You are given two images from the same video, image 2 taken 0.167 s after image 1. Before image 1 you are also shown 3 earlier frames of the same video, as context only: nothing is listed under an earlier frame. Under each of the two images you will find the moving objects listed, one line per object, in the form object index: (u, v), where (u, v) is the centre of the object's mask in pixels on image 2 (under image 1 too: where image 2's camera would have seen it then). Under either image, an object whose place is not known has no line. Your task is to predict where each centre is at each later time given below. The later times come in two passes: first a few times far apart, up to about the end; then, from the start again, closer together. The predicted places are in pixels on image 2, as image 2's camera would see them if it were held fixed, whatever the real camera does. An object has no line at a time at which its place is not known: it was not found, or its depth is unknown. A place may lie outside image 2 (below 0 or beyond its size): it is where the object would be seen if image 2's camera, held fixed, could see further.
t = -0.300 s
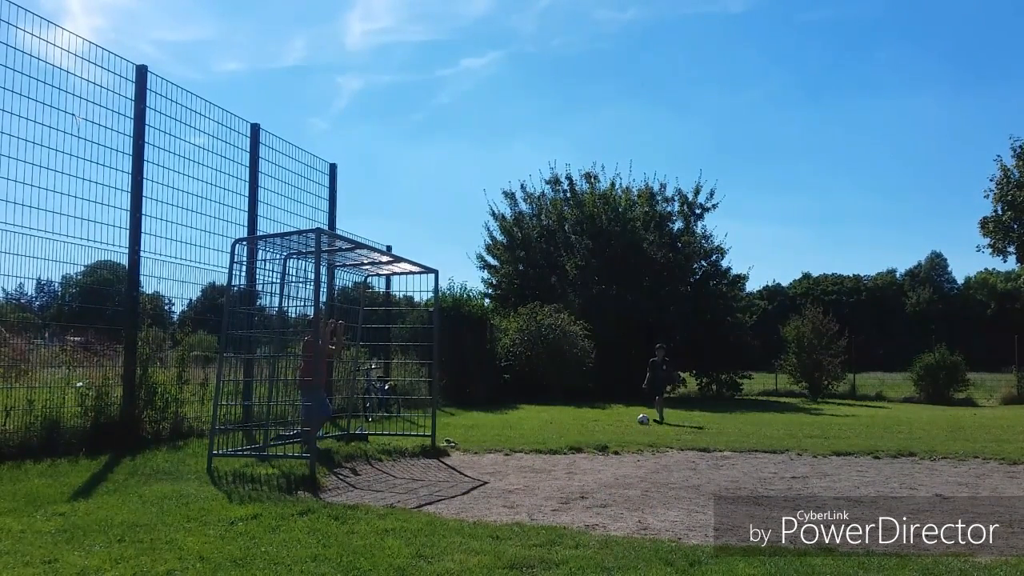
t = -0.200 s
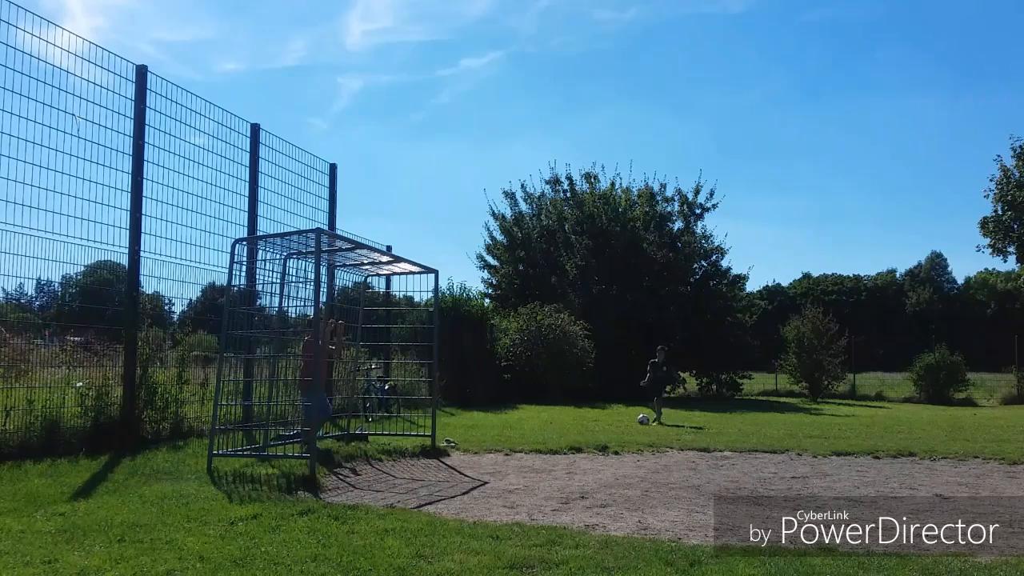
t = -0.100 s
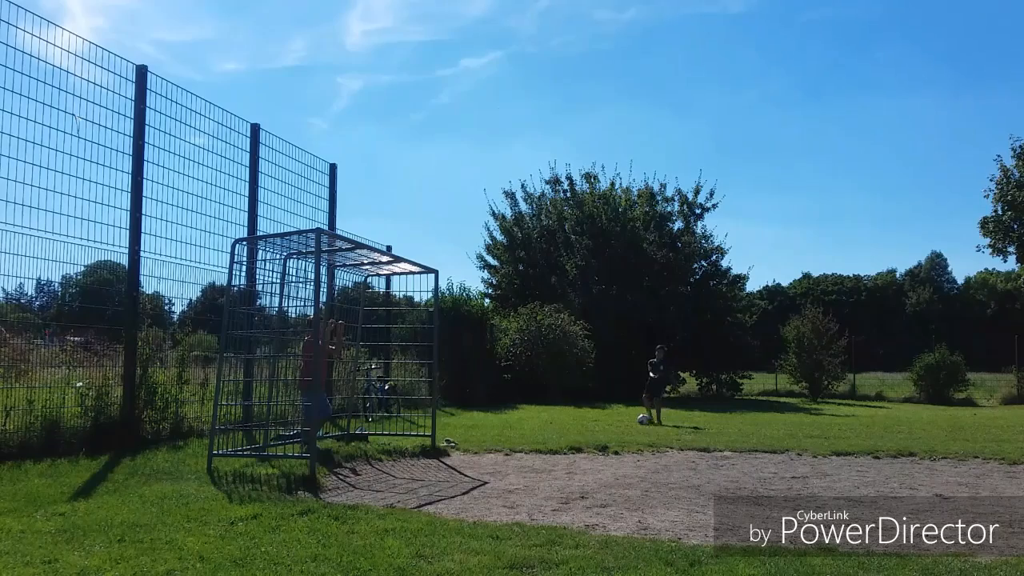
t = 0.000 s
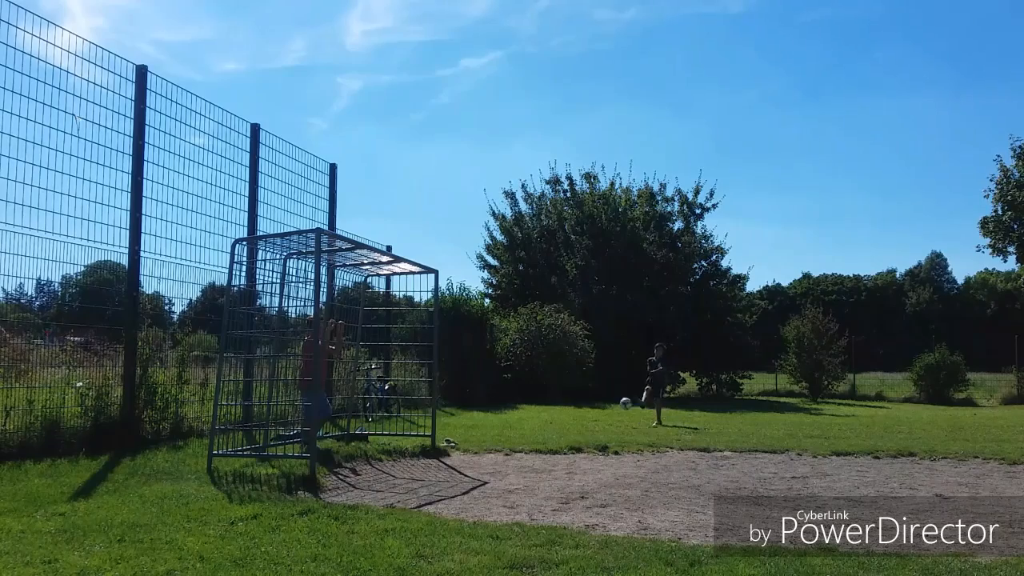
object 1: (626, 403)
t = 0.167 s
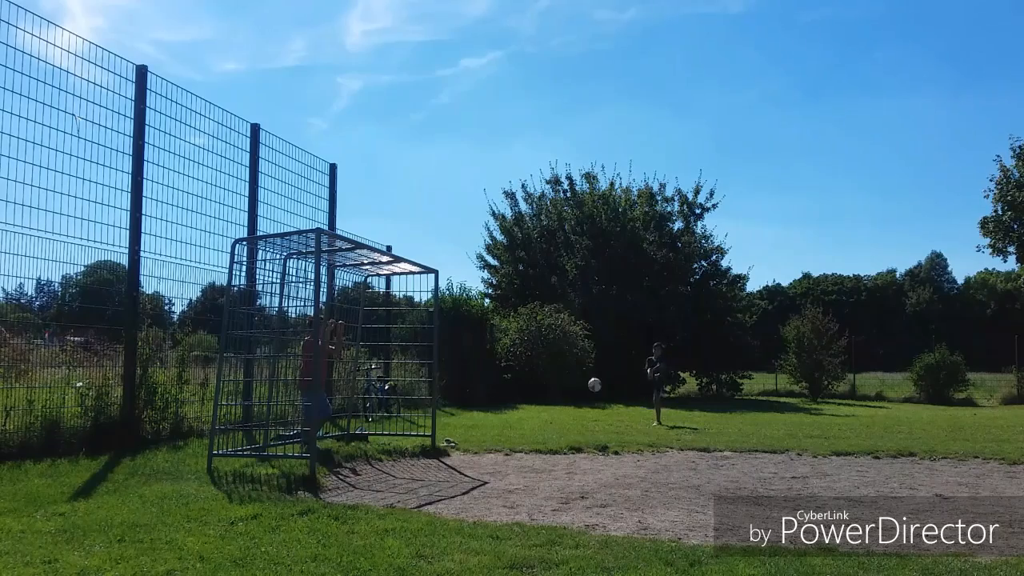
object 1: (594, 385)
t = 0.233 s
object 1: (581, 381)
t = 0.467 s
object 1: (527, 386)
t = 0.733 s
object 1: (446, 445)
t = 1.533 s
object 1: (479, 402)
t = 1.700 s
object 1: (486, 466)
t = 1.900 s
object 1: (489, 410)
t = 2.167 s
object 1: (491, 395)
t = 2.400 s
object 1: (491, 453)
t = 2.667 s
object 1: (491, 435)
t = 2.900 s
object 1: (490, 429)
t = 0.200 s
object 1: (587, 382)
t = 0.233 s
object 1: (581, 381)
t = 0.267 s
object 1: (574, 379)
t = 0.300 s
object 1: (567, 379)
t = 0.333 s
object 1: (559, 379)
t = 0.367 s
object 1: (552, 379)
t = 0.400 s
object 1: (544, 381)
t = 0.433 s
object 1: (535, 383)
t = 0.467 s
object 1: (527, 386)
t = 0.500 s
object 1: (518, 390)
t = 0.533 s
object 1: (509, 395)
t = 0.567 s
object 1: (499, 401)
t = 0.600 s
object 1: (489, 406)
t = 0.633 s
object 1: (478, 414)
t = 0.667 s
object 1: (468, 424)
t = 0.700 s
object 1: (456, 434)
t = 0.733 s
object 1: (446, 445)
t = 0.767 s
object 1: (447, 435)
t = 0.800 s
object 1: (449, 422)
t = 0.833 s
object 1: (450, 412)
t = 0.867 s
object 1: (451, 402)
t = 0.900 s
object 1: (452, 393)
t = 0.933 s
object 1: (454, 384)
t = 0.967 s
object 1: (455, 378)
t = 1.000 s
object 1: (457, 371)
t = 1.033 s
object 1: (458, 365)
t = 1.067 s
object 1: (459, 360)
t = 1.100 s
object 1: (460, 357)
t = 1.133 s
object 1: (462, 354)
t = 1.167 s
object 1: (463, 352)
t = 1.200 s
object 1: (465, 352)
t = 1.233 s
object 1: (466, 351)
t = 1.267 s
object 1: (467, 353)
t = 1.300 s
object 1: (469, 356)
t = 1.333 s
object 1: (470, 359)
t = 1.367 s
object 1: (472, 363)
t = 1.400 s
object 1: (473, 368)
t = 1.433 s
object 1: (475, 375)
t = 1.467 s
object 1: (476, 383)
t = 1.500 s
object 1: (478, 392)
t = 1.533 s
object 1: (479, 402)
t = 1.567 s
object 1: (480, 413)
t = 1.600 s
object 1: (482, 426)
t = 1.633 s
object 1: (484, 440)
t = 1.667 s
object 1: (485, 456)
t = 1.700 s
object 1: (486, 466)
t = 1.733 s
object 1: (487, 454)
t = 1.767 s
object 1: (487, 443)
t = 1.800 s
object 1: (488, 432)
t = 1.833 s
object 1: (488, 424)
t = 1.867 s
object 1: (488, 417)
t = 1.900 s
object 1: (489, 410)
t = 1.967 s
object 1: (489, 399)
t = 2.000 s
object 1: (490, 395)
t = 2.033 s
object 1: (490, 393)
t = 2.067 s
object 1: (490, 391)
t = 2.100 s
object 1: (490, 391)
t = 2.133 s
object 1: (491, 393)
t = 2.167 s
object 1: (491, 395)
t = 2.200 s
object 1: (491, 399)
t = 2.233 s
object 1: (491, 402)
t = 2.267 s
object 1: (491, 409)
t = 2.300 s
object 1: (491, 417)
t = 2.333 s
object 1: (491, 427)
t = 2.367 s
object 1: (491, 439)
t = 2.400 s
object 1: (491, 453)
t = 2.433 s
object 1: (491, 467)
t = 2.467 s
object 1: (491, 484)
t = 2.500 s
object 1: (491, 479)
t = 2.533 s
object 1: (491, 468)
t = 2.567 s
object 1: (491, 458)
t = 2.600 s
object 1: (491, 448)
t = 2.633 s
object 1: (491, 441)
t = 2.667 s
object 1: (491, 435)
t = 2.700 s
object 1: (491, 430)
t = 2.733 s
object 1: (491, 426)
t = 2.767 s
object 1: (491, 424)
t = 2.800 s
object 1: (491, 422)
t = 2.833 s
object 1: (491, 423)
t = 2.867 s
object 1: (490, 424)
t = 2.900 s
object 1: (490, 429)
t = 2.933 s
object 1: (489, 435)
